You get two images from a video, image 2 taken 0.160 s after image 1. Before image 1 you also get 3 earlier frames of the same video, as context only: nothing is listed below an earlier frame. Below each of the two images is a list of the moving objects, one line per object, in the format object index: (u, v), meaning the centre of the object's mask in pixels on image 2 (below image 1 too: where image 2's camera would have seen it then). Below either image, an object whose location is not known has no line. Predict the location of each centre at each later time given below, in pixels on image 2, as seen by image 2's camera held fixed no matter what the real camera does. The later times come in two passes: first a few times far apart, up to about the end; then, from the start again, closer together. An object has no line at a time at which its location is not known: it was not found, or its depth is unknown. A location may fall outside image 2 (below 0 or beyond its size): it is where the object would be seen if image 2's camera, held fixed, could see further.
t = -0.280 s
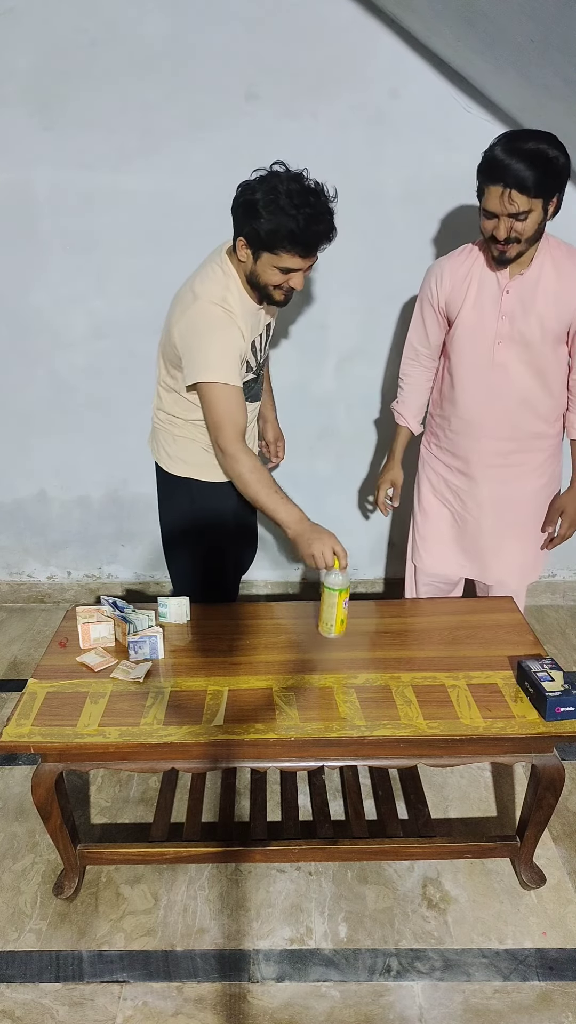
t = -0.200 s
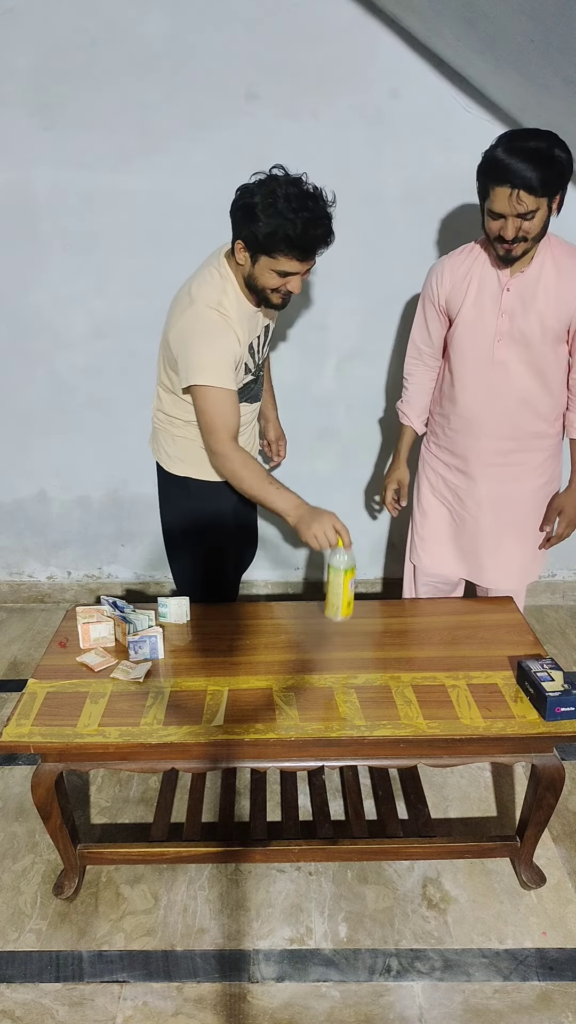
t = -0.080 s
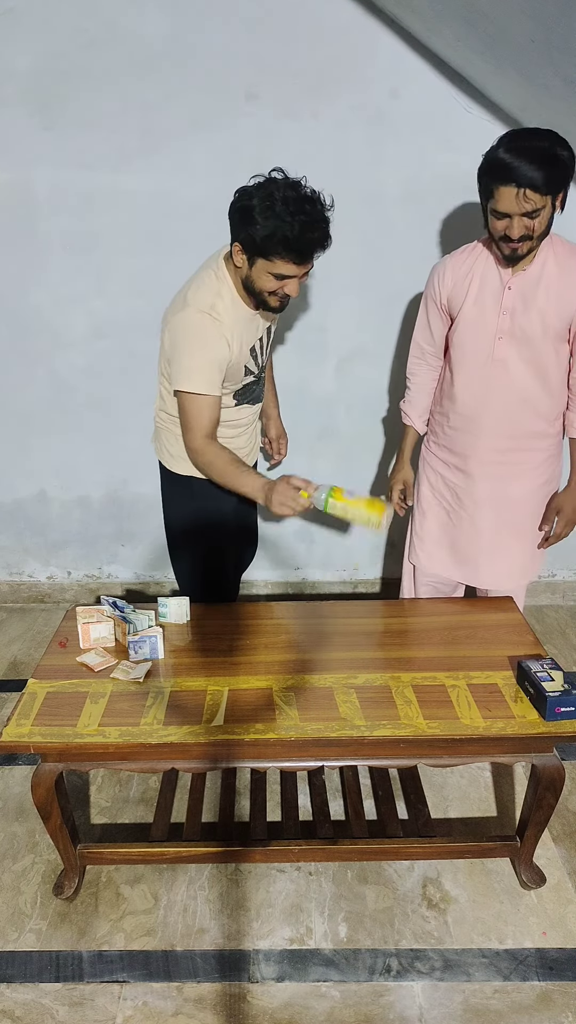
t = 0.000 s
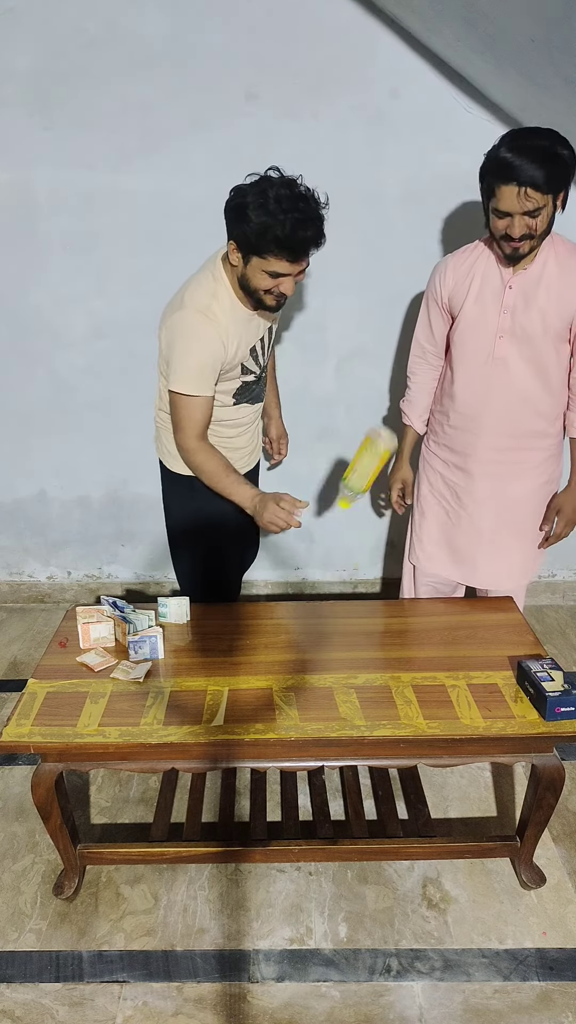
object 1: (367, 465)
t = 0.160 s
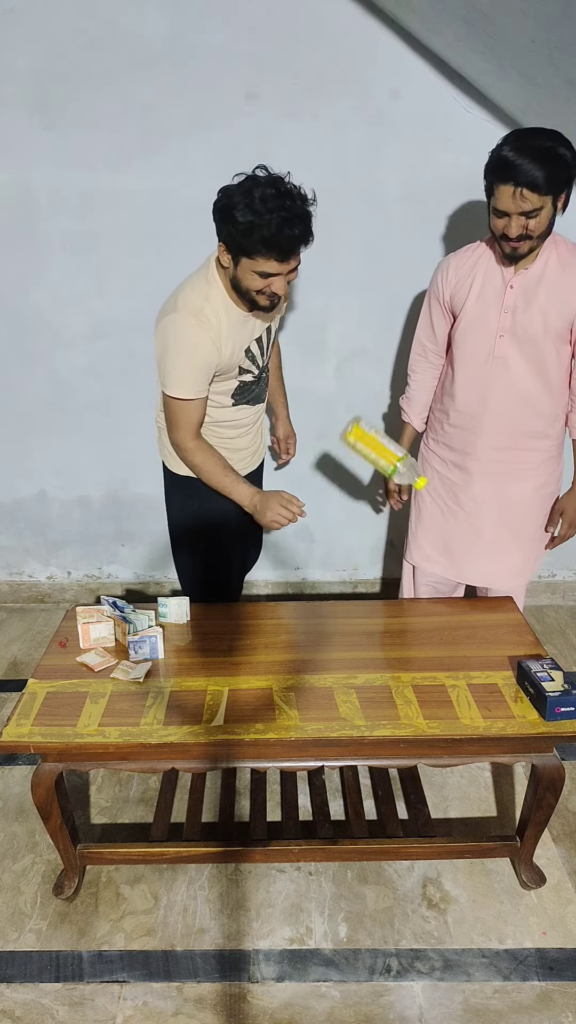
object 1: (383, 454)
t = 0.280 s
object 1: (384, 499)
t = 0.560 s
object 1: (404, 669)
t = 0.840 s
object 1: (406, 668)
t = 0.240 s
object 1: (385, 474)
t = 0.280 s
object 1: (384, 499)
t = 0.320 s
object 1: (386, 531)
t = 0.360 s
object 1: (384, 570)
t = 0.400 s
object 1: (386, 614)
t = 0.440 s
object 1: (391, 647)
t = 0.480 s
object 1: (397, 664)
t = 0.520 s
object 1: (401, 666)
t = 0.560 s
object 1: (404, 669)
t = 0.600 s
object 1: (404, 669)
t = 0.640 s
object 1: (405, 669)
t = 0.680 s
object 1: (406, 668)
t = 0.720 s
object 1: (406, 668)
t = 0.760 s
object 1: (406, 668)
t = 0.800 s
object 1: (406, 668)
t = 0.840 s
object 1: (406, 668)
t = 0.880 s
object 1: (406, 668)
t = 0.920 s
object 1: (406, 668)
